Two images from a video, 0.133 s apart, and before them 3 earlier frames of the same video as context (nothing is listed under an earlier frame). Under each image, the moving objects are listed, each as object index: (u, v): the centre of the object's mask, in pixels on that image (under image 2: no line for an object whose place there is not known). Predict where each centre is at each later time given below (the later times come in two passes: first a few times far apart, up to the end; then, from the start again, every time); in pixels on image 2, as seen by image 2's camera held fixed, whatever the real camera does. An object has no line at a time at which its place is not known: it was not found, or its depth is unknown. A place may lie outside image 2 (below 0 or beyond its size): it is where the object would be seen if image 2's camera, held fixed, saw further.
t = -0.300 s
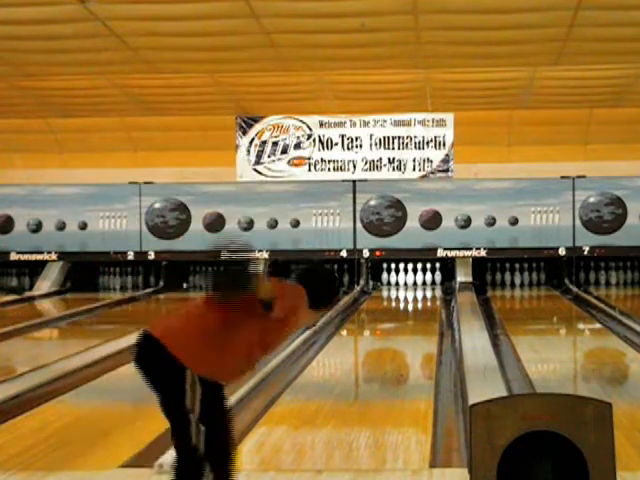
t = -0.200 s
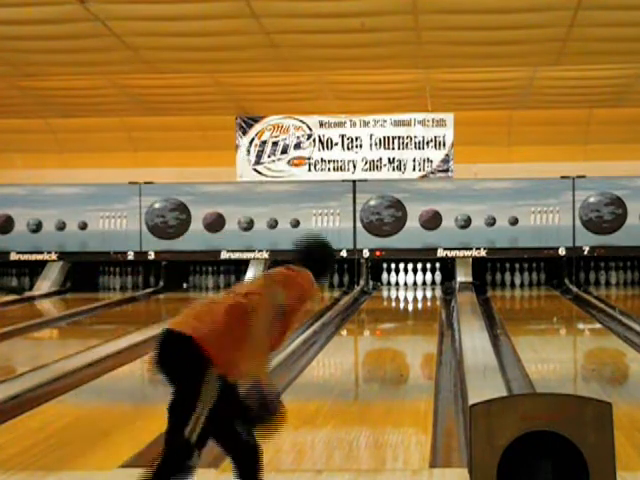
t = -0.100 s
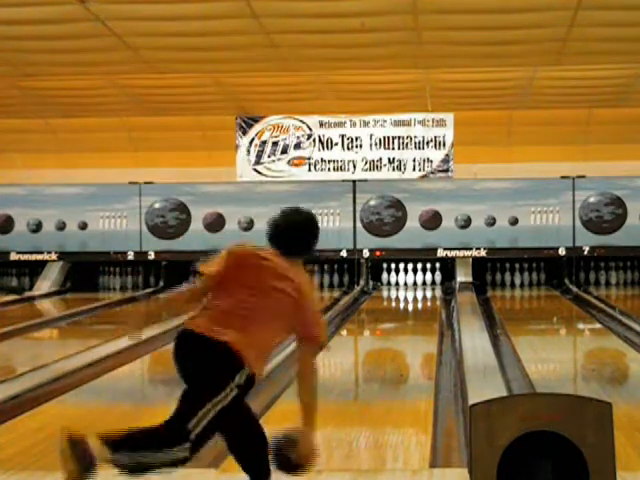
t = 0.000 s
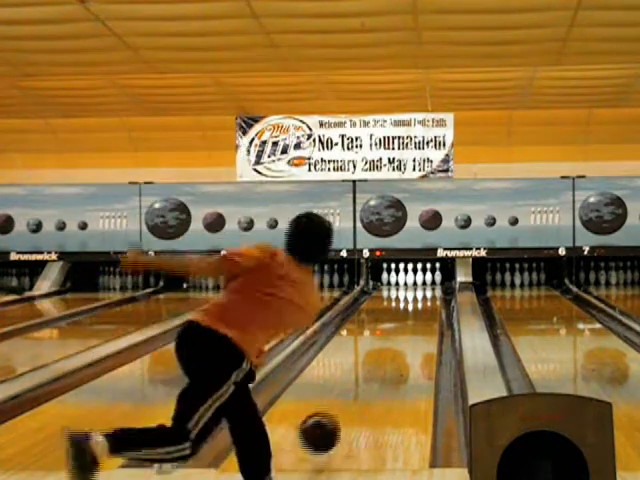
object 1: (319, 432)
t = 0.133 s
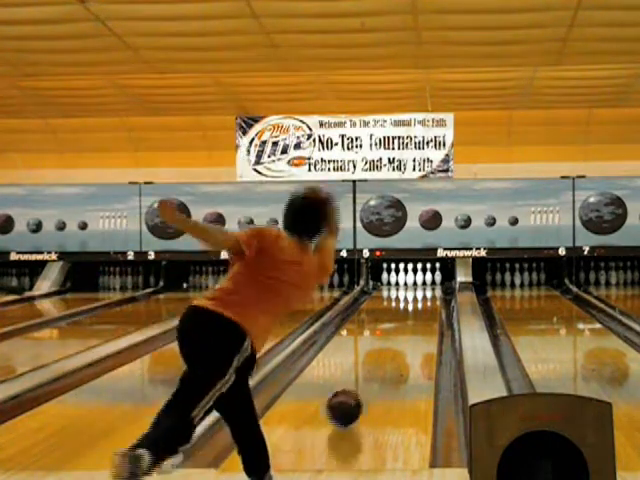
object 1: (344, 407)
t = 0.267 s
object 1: (362, 385)
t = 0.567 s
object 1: (391, 349)
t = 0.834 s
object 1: (406, 327)
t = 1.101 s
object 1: (416, 312)
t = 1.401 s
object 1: (424, 298)
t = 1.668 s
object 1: (423, 290)
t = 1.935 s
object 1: (419, 282)
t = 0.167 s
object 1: (349, 402)
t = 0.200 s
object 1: (354, 395)
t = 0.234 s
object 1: (358, 390)
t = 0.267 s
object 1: (362, 385)
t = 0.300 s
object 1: (366, 380)
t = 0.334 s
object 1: (370, 375)
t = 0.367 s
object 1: (373, 371)
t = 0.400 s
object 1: (376, 366)
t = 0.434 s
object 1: (380, 362)
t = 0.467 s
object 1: (382, 359)
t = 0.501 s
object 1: (385, 356)
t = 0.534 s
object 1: (388, 353)
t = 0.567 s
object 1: (391, 349)
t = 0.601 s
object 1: (393, 346)
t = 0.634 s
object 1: (395, 344)
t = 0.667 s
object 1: (397, 340)
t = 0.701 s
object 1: (399, 338)
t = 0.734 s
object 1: (401, 335)
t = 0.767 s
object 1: (403, 333)
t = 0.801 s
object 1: (405, 330)
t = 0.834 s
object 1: (406, 327)
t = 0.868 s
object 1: (408, 324)
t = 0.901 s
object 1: (410, 323)
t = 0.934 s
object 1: (411, 321)
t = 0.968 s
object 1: (412, 319)
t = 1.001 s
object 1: (413, 317)
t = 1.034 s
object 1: (414, 314)
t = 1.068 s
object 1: (415, 313)
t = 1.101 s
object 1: (416, 312)
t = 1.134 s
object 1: (418, 310)
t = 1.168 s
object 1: (419, 308)
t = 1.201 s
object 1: (420, 307)
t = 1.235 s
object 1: (421, 305)
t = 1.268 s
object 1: (421, 304)
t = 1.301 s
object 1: (422, 302)
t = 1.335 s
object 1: (423, 301)
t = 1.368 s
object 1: (424, 300)
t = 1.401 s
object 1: (424, 298)
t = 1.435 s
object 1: (424, 296)
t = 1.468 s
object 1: (424, 295)
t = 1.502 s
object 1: (424, 294)
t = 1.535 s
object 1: (425, 293)
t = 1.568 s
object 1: (425, 292)
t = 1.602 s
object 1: (424, 292)
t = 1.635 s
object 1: (424, 291)
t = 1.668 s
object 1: (423, 290)
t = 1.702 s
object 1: (422, 289)
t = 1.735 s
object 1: (422, 288)
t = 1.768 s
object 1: (421, 287)
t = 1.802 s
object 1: (421, 286)
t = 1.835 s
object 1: (421, 285)
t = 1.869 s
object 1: (420, 284)
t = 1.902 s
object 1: (420, 284)
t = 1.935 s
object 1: (419, 282)
